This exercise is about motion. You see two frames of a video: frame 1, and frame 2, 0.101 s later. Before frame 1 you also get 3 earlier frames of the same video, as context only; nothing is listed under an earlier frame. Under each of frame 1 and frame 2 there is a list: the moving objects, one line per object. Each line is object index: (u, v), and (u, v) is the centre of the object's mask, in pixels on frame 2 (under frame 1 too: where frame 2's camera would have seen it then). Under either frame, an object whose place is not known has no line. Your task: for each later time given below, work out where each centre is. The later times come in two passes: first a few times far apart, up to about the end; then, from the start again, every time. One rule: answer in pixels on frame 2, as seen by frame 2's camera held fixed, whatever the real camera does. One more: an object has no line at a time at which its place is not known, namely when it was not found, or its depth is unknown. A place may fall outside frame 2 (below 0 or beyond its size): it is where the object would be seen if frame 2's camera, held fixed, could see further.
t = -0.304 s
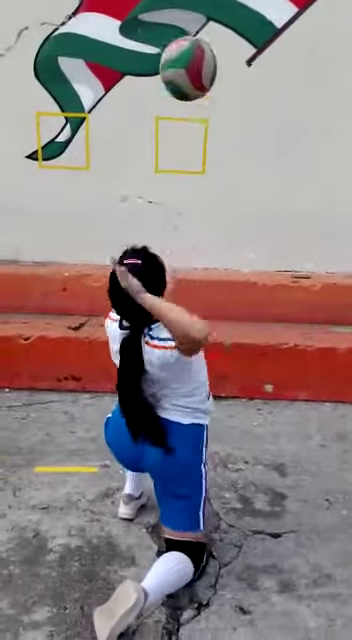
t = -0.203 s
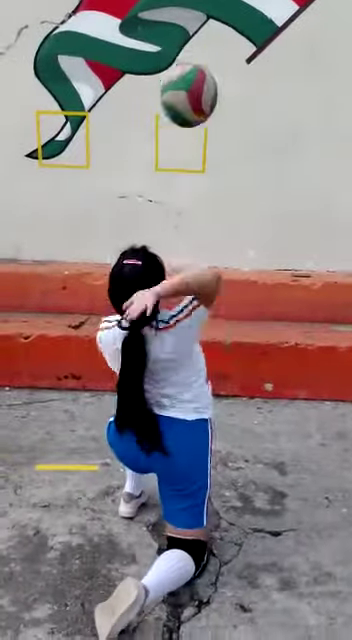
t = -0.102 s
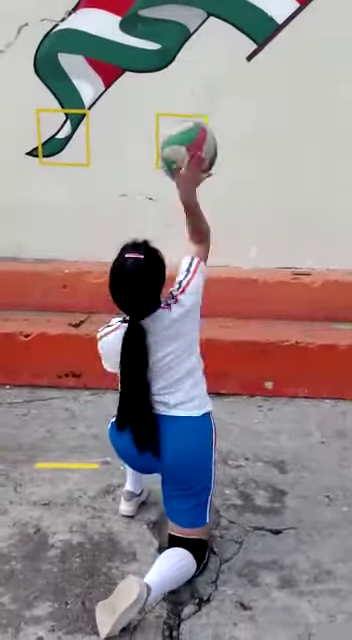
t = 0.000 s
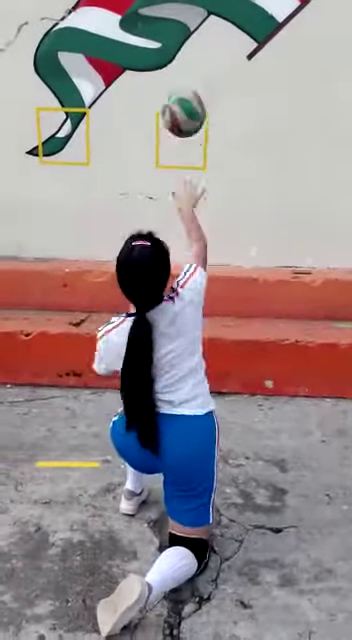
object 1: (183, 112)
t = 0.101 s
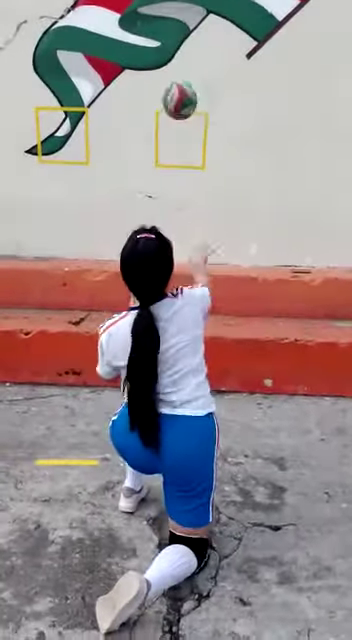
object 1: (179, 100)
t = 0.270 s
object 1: (175, 106)
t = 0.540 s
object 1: (166, 171)
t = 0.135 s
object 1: (178, 101)
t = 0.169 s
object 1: (178, 104)
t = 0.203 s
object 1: (177, 108)
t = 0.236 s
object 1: (176, 108)
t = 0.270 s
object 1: (175, 106)
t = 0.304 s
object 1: (174, 106)
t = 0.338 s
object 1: (174, 107)
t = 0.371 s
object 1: (173, 110)
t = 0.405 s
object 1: (172, 116)
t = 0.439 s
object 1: (171, 125)
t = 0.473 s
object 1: (170, 136)
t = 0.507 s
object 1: (167, 152)
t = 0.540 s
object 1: (166, 171)
